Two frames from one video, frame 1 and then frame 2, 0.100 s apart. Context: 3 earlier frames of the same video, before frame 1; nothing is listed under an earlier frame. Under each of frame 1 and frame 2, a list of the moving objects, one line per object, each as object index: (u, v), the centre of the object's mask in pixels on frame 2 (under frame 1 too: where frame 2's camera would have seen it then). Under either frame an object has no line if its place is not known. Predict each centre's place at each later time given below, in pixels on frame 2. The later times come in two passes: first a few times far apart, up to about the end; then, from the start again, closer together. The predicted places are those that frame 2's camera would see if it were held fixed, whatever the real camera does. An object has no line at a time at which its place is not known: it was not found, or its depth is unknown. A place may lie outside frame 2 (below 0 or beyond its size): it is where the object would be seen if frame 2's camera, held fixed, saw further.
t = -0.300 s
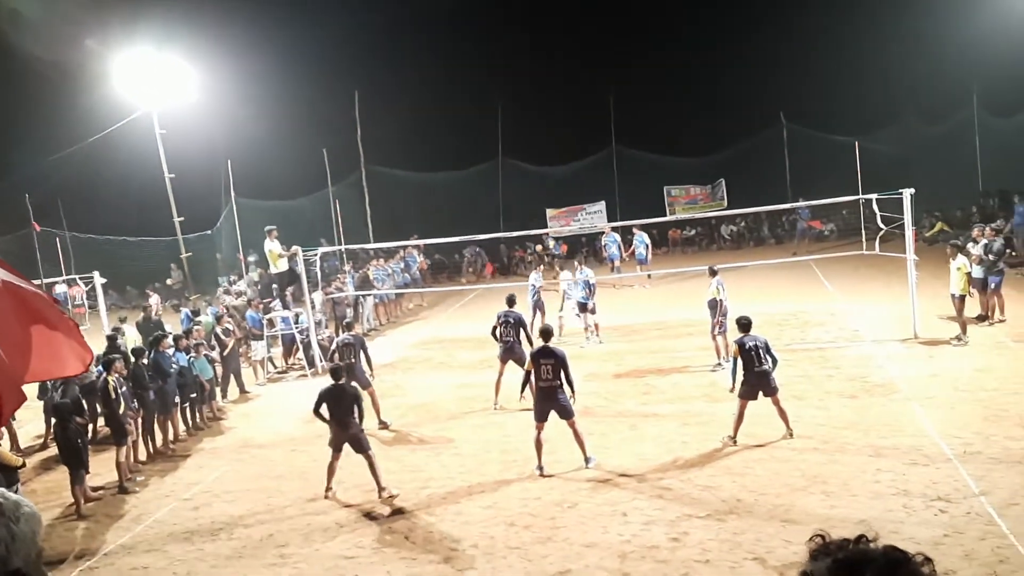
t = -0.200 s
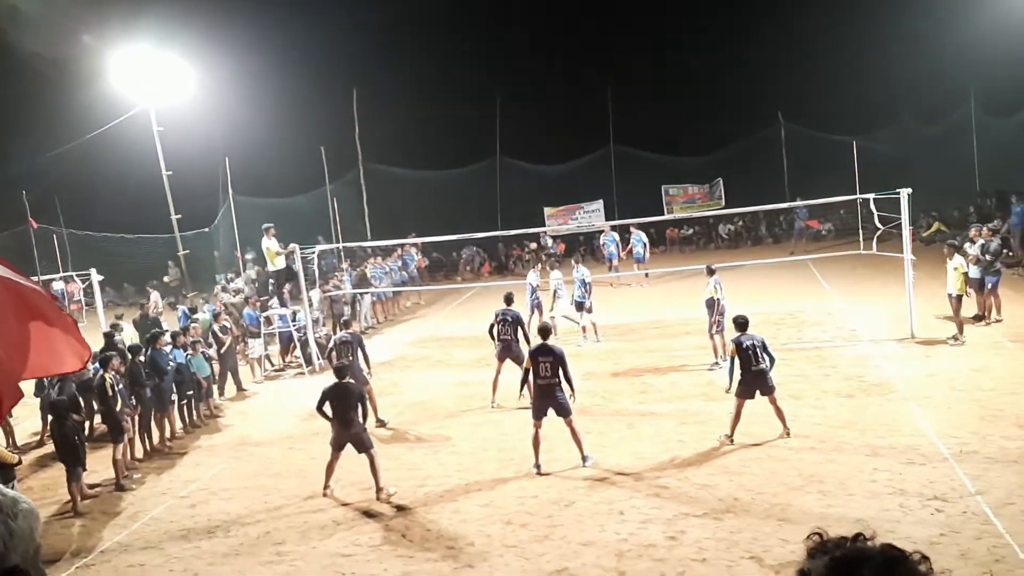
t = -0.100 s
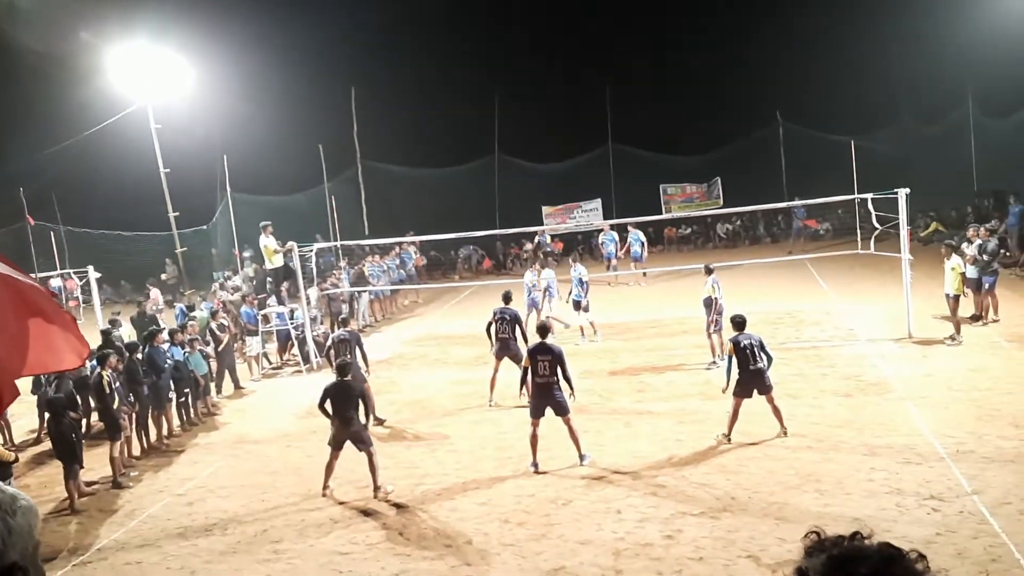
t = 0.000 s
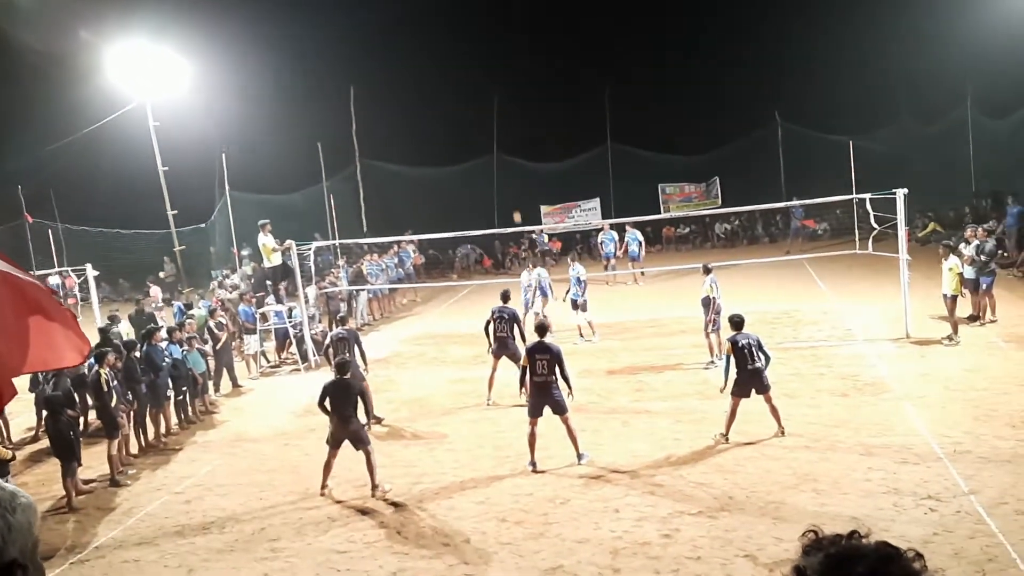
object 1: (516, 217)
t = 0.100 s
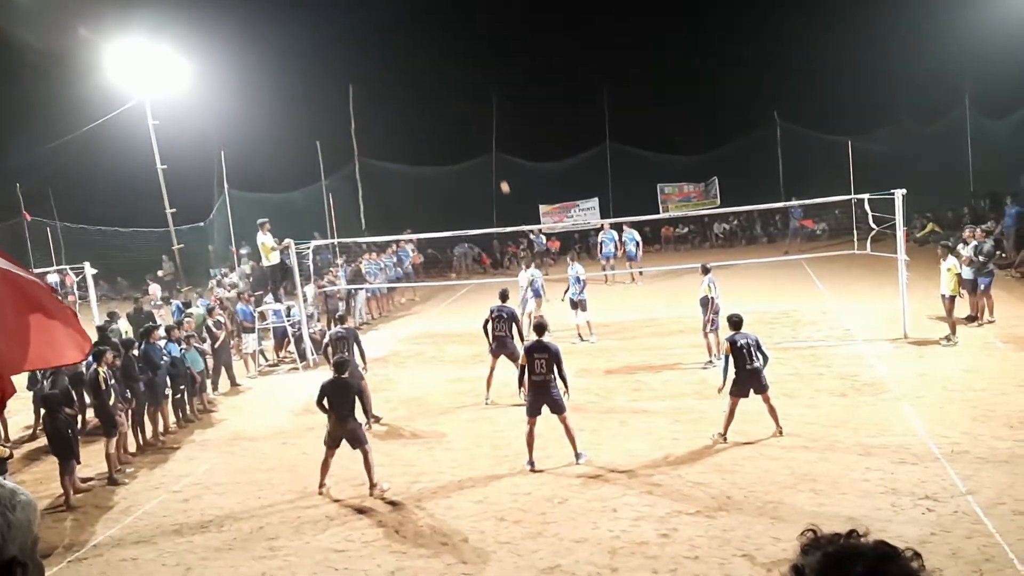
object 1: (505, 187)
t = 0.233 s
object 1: (489, 151)
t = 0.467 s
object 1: (462, 98)
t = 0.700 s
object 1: (434, 63)
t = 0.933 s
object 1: (407, 52)
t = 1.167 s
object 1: (381, 71)
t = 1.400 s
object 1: (356, 126)
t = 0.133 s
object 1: (501, 178)
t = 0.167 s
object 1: (497, 169)
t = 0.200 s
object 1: (493, 160)
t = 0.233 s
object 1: (489, 151)
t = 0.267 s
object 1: (486, 143)
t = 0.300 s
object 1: (481, 135)
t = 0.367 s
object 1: (473, 119)
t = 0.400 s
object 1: (470, 112)
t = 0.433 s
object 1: (466, 105)
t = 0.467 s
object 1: (462, 98)
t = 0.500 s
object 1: (458, 92)
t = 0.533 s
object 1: (454, 86)
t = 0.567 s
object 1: (450, 81)
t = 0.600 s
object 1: (447, 76)
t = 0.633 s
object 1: (443, 71)
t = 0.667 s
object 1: (438, 67)
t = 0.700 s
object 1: (434, 63)
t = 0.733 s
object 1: (430, 60)
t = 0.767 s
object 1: (427, 58)
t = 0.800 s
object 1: (423, 56)
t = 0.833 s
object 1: (419, 54)
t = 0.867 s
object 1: (415, 53)
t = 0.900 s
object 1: (411, 52)
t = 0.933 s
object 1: (407, 52)
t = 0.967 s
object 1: (403, 53)
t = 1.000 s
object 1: (399, 54)
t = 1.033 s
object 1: (396, 56)
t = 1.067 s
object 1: (392, 59)
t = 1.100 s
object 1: (388, 62)
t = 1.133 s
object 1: (384, 66)
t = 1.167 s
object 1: (381, 71)
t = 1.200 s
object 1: (378, 76)
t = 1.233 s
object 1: (374, 83)
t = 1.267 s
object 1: (370, 89)
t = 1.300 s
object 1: (367, 98)
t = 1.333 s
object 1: (363, 106)
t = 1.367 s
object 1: (359, 116)
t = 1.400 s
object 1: (356, 126)
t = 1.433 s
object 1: (353, 138)
